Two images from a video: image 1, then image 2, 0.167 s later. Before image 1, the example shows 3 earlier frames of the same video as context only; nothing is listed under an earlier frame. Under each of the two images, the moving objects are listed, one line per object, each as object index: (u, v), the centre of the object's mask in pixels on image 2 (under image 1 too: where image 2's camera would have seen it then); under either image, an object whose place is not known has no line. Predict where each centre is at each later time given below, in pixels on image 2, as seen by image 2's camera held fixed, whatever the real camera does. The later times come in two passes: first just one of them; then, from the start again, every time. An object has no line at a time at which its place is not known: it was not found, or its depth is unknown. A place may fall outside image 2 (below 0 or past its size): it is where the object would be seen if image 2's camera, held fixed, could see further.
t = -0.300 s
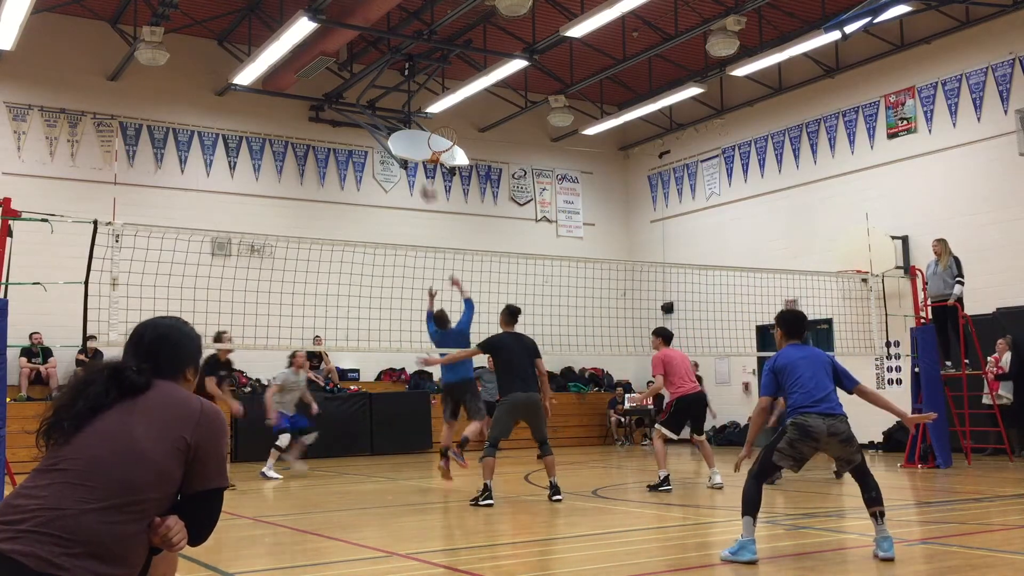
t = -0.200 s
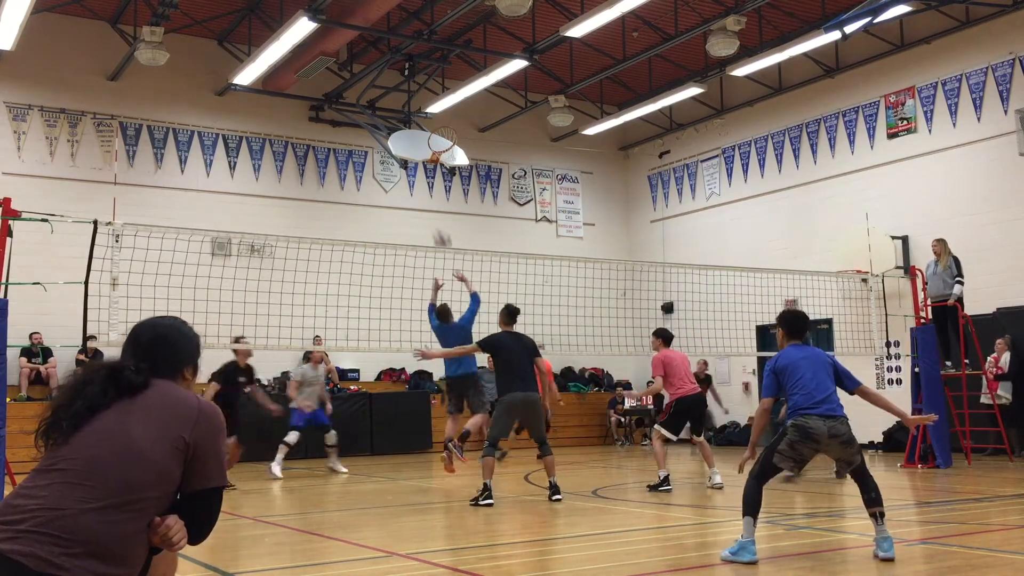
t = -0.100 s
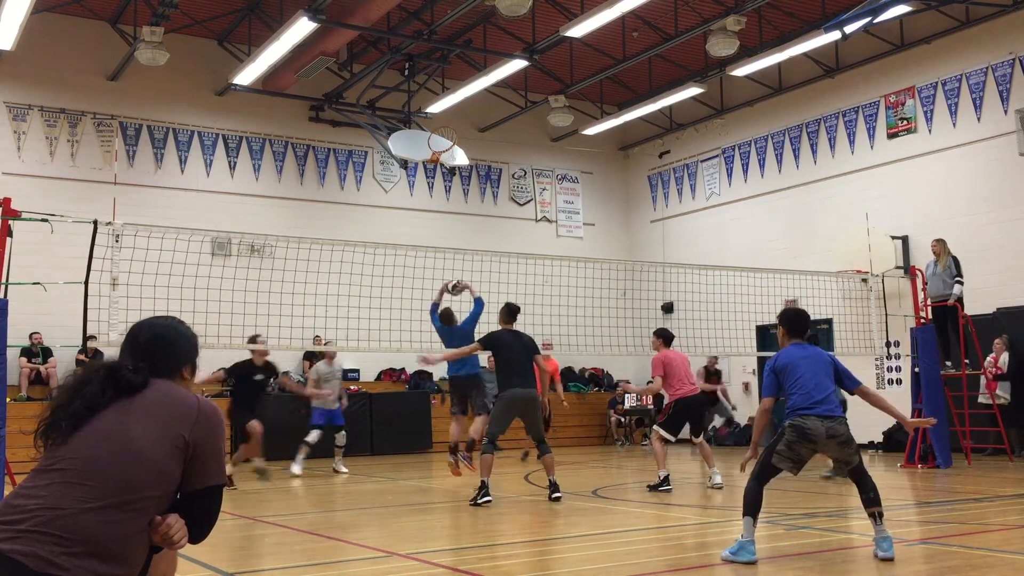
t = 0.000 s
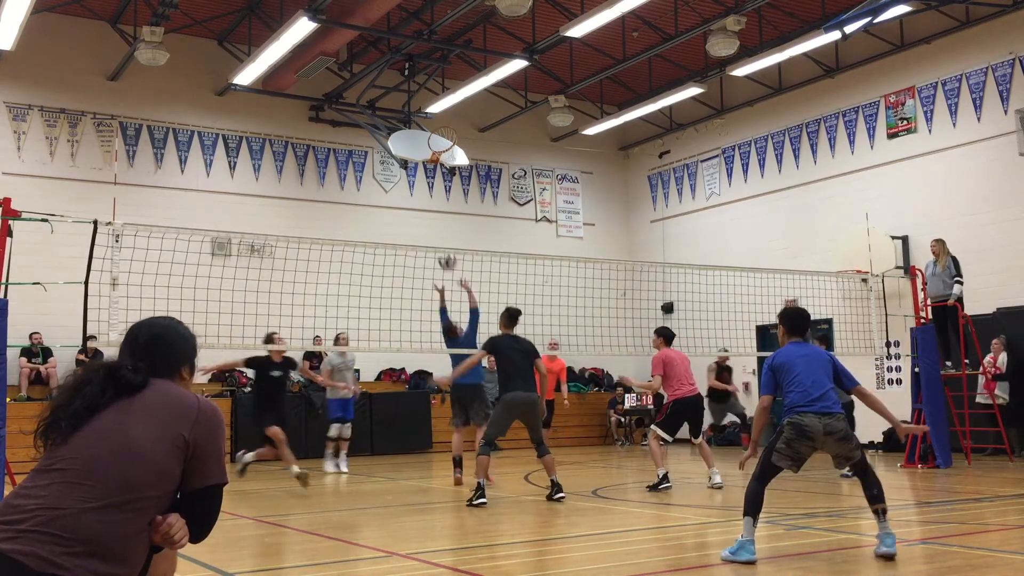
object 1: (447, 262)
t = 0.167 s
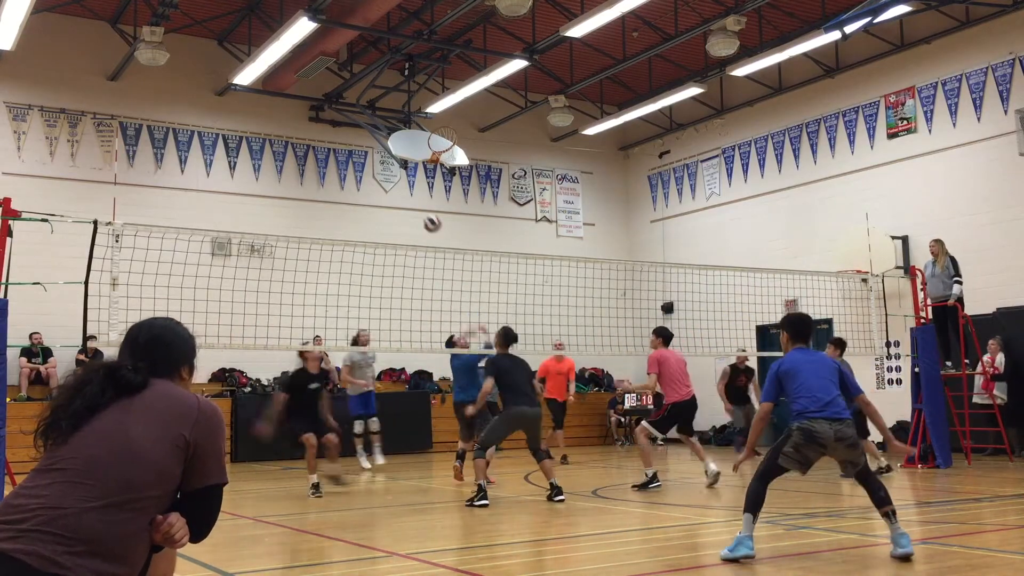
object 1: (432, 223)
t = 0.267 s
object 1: (423, 211)
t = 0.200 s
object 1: (429, 218)
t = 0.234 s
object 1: (426, 214)
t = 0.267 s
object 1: (423, 211)
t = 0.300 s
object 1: (420, 209)
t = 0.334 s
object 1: (417, 208)
